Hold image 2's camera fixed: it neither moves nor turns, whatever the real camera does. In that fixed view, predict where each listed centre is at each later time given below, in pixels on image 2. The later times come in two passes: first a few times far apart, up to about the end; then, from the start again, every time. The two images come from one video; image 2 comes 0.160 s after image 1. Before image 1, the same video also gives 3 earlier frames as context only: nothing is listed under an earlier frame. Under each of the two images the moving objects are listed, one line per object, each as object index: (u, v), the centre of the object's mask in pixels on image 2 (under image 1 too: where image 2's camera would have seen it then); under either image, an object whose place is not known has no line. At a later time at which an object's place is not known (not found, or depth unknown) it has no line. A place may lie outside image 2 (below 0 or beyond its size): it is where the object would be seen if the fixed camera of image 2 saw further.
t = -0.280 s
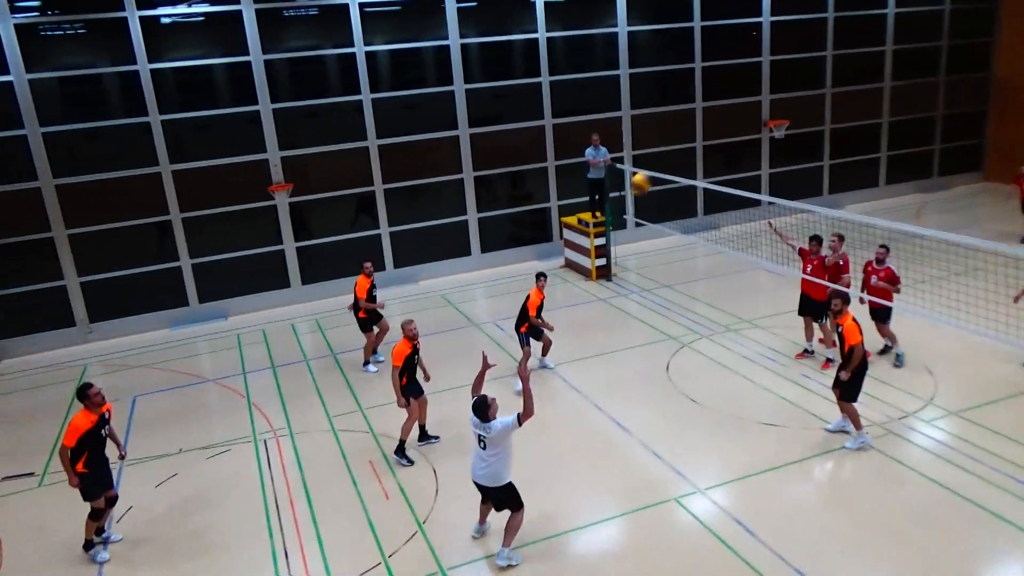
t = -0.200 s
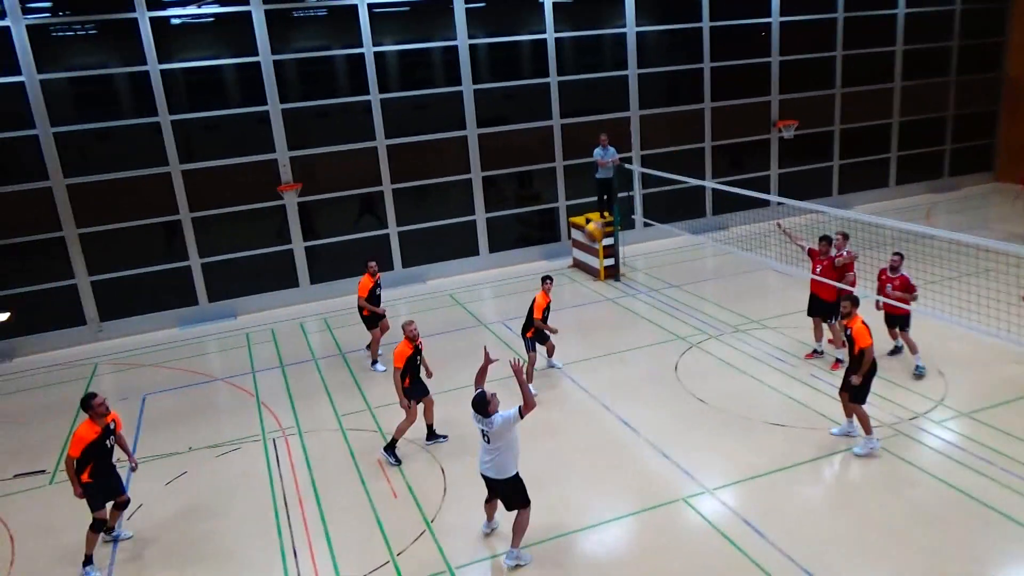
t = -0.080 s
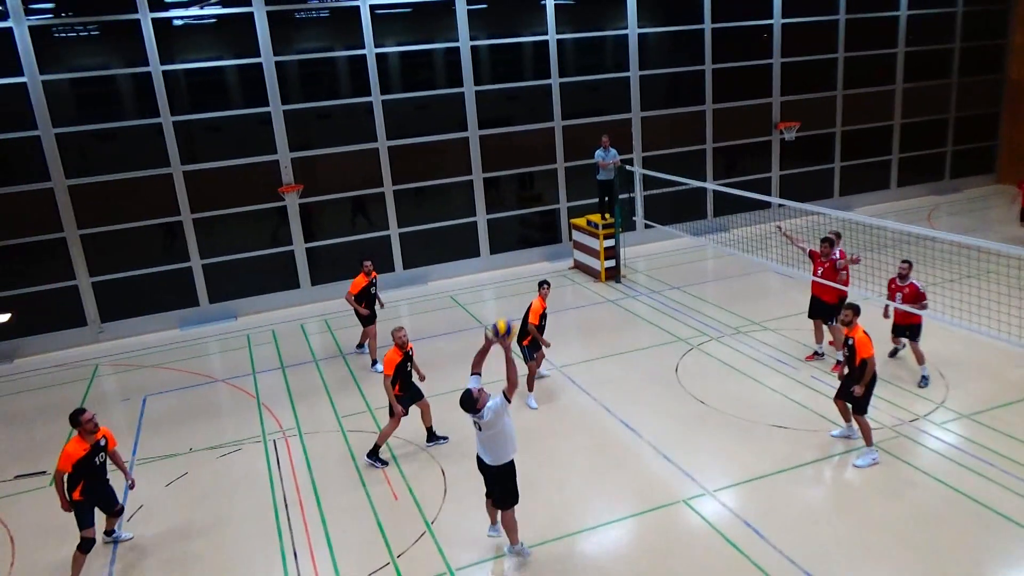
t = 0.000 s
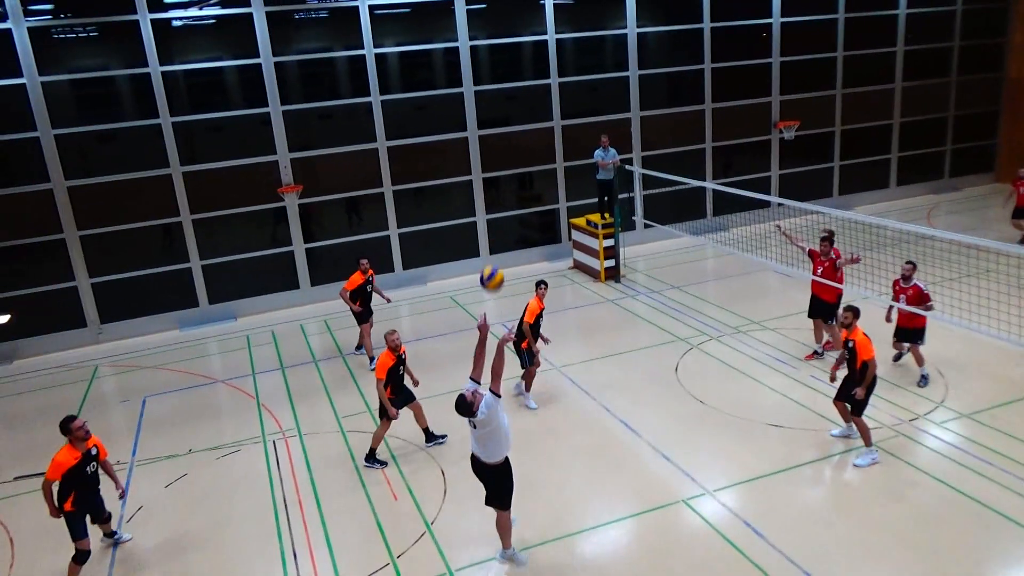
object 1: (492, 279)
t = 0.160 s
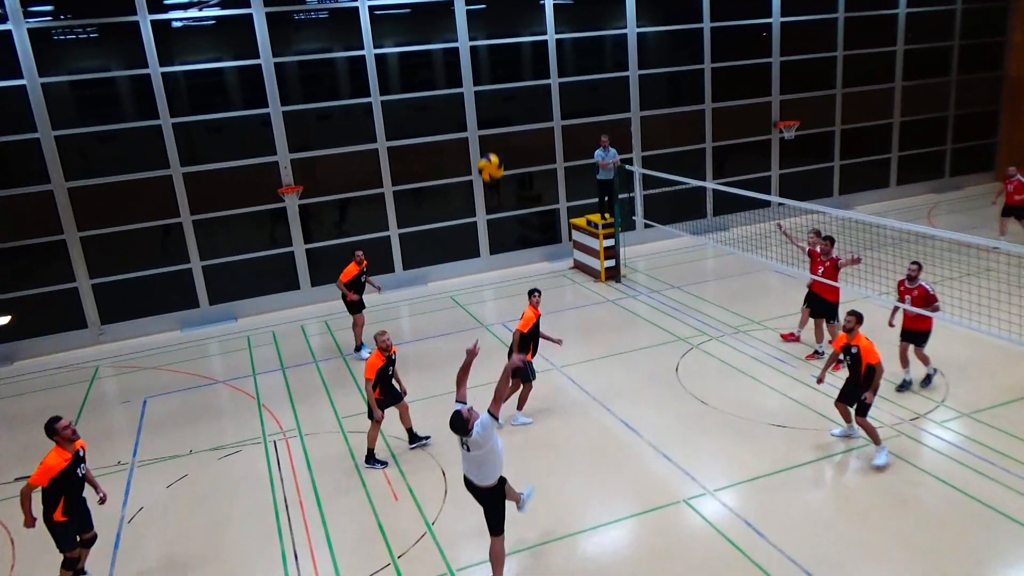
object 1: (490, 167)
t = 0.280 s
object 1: (489, 102)
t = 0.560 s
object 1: (492, 15)
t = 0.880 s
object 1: (507, 38)
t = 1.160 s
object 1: (526, 155)
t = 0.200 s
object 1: (490, 144)
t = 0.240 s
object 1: (489, 120)
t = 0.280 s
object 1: (489, 102)
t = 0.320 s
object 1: (489, 83)
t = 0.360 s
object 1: (489, 67)
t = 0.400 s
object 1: (490, 52)
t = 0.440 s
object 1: (490, 40)
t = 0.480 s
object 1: (491, 29)
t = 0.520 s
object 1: (492, 21)
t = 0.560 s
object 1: (492, 15)
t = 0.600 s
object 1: (494, 11)
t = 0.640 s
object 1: (495, 11)
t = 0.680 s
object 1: (496, 11)
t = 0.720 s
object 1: (497, 12)
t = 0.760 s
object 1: (500, 15)
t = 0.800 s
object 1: (501, 20)
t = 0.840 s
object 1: (504, 28)
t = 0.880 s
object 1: (507, 38)
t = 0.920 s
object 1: (509, 50)
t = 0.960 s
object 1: (511, 64)
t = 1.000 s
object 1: (515, 79)
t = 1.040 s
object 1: (517, 97)
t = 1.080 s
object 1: (520, 114)
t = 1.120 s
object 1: (523, 135)
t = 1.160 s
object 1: (526, 155)
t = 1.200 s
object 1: (529, 178)
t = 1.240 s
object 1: (532, 202)
